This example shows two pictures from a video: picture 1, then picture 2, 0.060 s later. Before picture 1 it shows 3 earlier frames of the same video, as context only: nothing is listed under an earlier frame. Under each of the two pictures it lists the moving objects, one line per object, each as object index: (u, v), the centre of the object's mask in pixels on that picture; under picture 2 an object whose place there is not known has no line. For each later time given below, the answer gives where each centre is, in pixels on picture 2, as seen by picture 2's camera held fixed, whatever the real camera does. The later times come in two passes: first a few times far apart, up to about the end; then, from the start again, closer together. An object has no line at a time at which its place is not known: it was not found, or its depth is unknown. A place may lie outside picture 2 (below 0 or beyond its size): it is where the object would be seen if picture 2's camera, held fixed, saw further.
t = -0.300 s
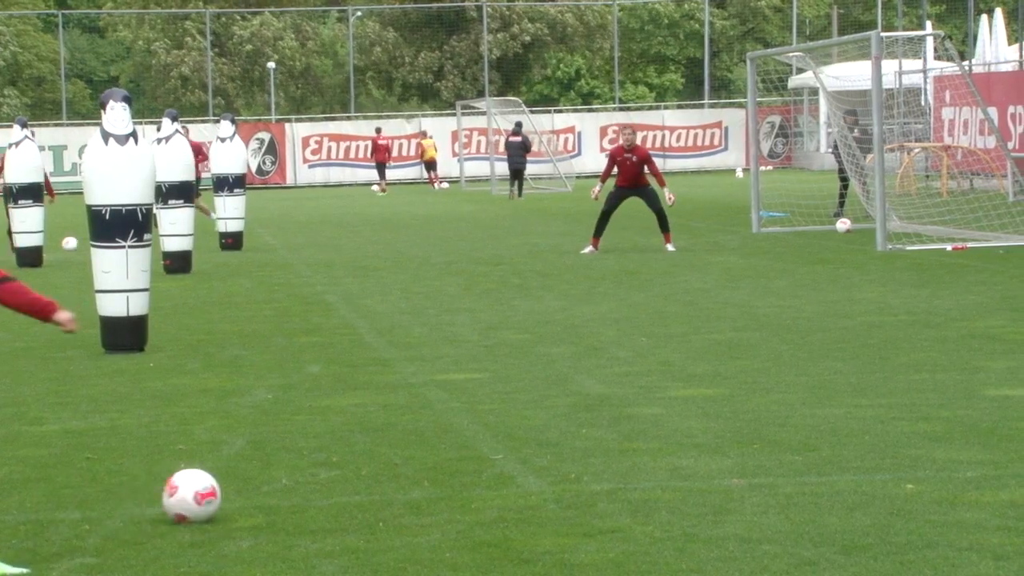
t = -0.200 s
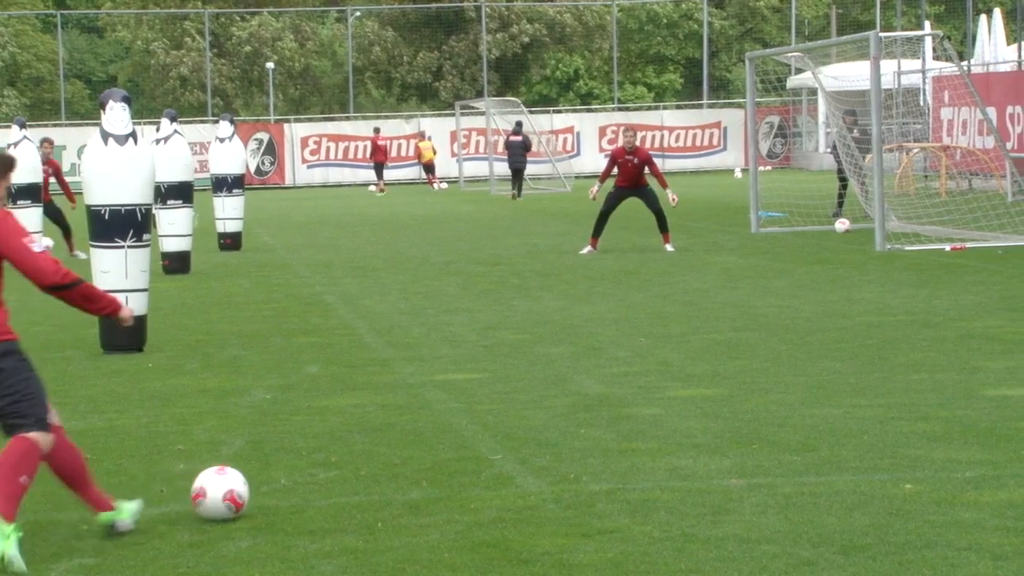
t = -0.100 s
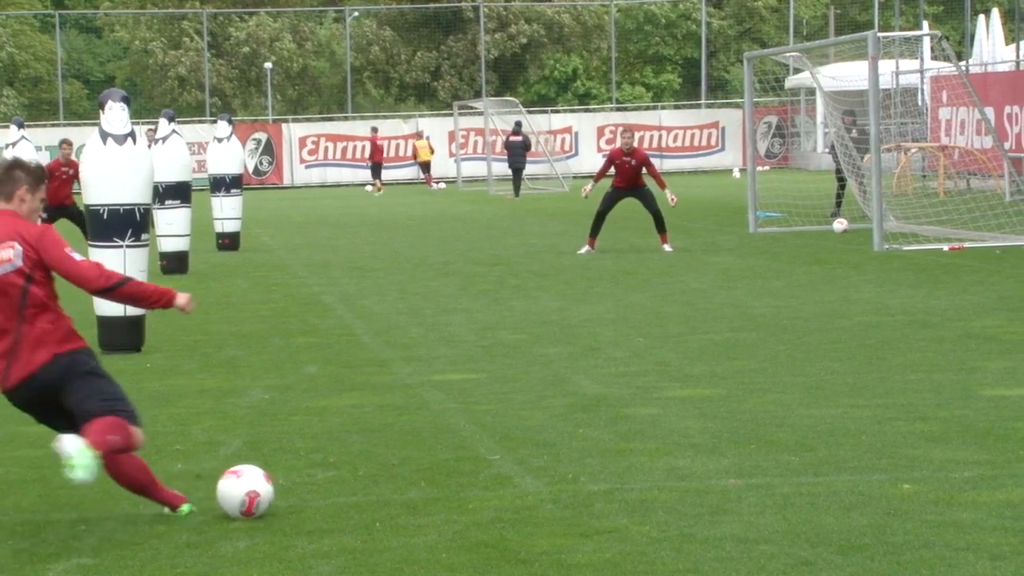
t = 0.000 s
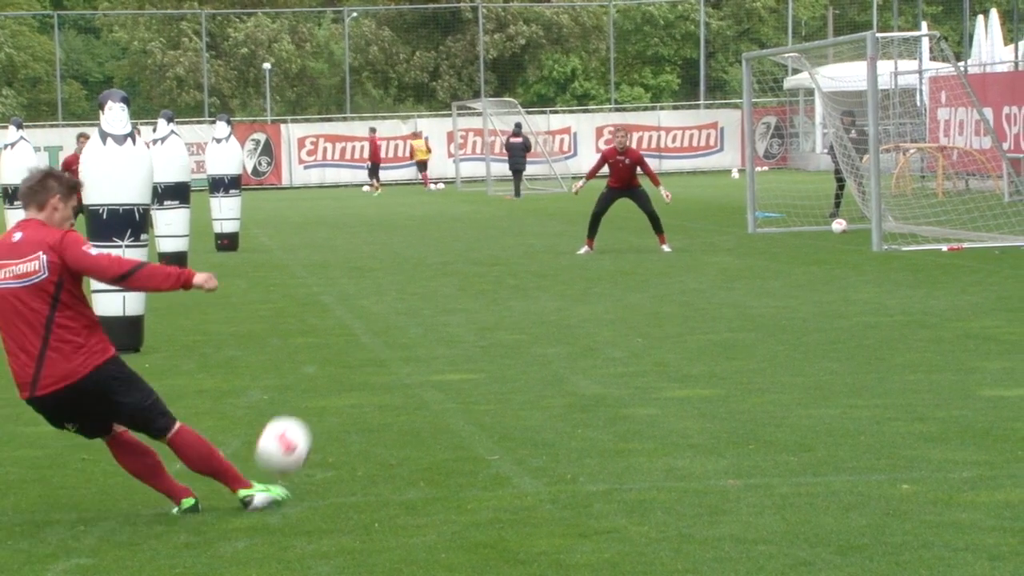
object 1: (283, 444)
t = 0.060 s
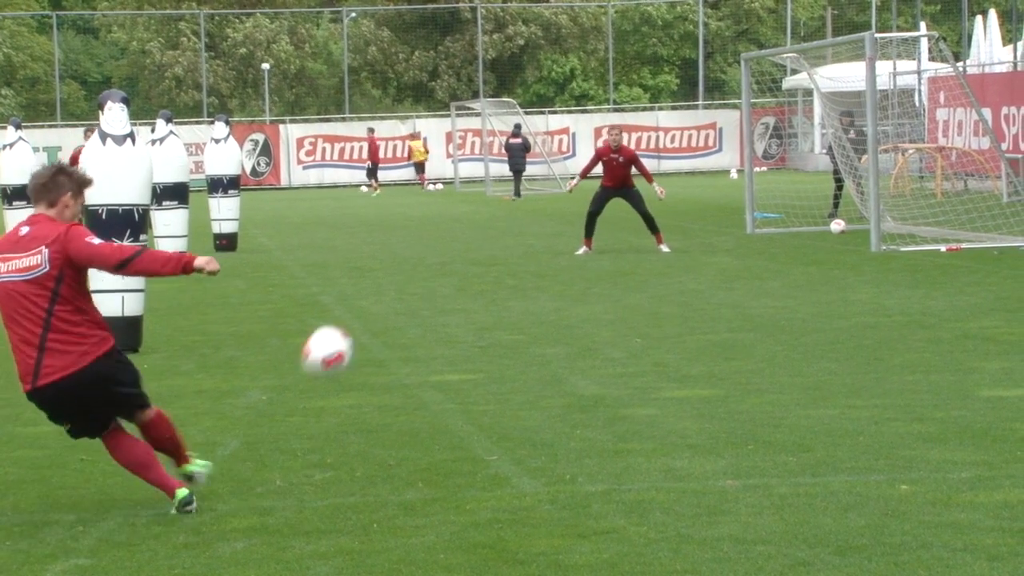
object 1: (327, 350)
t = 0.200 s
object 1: (412, 199)
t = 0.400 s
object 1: (499, 76)
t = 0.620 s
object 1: (567, 20)
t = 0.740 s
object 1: (598, 9)
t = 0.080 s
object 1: (333, 318)
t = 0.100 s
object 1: (360, 295)
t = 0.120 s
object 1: (370, 273)
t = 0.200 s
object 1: (412, 199)
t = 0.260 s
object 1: (441, 157)
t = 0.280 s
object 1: (449, 143)
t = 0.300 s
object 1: (457, 126)
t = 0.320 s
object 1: (467, 114)
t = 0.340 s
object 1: (478, 106)
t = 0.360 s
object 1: (485, 97)
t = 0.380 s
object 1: (490, 85)
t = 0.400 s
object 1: (499, 76)
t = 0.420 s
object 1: (506, 68)
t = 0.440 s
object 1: (513, 63)
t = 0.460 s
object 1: (520, 58)
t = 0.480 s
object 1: (524, 50)
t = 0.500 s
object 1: (529, 45)
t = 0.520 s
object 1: (537, 39)
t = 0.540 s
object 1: (545, 34)
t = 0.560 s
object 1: (550, 31)
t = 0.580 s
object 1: (558, 26)
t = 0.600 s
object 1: (563, 22)
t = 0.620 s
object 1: (567, 20)
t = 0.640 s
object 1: (572, 17)
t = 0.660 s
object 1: (577, 14)
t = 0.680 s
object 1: (583, 11)
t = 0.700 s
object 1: (588, 10)
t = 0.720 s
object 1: (593, 9)
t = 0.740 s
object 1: (598, 9)
